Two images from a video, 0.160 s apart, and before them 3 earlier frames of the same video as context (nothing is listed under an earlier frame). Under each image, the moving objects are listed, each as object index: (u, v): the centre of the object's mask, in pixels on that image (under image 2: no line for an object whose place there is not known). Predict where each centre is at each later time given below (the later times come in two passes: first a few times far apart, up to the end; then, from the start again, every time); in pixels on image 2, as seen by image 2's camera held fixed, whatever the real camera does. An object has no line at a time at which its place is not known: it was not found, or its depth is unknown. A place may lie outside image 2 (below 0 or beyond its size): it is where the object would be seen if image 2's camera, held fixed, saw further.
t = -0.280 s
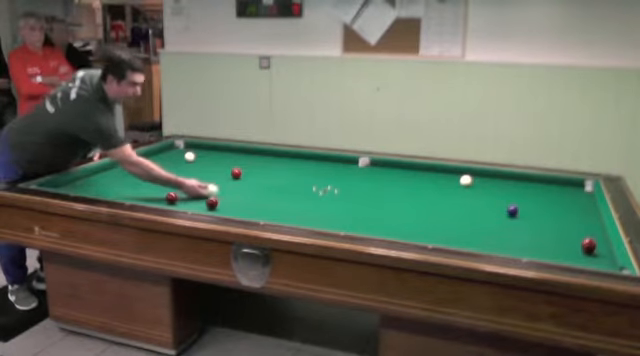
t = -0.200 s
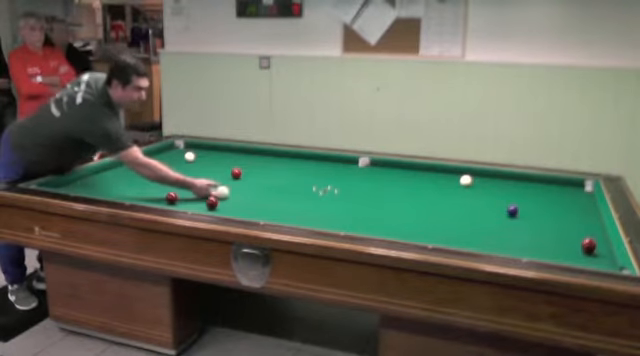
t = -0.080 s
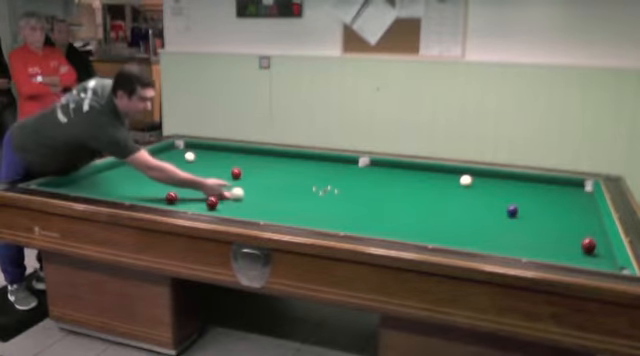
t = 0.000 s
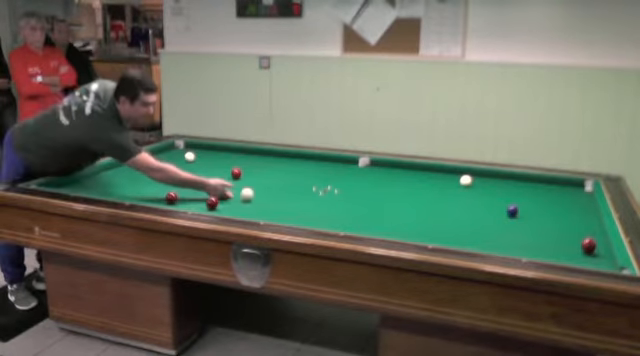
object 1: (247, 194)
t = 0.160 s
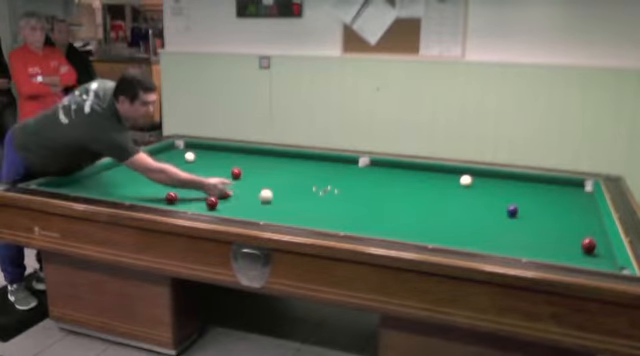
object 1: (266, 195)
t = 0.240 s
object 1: (275, 196)
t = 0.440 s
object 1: (300, 198)
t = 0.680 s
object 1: (329, 201)
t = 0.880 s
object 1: (354, 203)
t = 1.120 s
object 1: (383, 205)
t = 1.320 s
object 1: (407, 207)
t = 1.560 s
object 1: (436, 209)
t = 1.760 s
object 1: (460, 211)
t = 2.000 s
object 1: (488, 214)
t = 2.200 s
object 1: (511, 216)
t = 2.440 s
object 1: (538, 218)
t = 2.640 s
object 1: (560, 220)
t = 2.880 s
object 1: (585, 222)
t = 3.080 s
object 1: (589, 221)
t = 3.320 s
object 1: (574, 219)
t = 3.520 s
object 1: (564, 217)
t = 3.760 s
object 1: (549, 215)
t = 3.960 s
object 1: (539, 213)
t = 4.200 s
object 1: (527, 211)
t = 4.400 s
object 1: (521, 210)
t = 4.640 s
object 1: (519, 210)
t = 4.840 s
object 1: (516, 209)
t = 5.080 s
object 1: (513, 209)
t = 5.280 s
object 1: (512, 208)
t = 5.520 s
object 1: (510, 207)
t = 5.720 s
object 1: (508, 207)
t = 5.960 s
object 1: (507, 207)
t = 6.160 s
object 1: (507, 206)
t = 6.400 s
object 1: (506, 206)
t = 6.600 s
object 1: (506, 206)
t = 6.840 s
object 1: (506, 206)
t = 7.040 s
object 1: (506, 206)
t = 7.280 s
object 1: (506, 206)
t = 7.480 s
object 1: (506, 207)
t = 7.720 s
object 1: (506, 207)
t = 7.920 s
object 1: (506, 206)
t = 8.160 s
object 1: (506, 206)
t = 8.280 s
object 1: (506, 206)
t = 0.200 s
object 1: (271, 196)
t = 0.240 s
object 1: (275, 196)
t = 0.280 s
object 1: (280, 197)
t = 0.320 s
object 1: (285, 197)
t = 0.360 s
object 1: (290, 197)
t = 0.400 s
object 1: (295, 198)
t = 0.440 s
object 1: (300, 198)
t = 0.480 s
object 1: (305, 199)
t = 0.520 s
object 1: (309, 199)
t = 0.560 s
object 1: (314, 199)
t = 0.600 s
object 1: (319, 200)
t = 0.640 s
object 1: (324, 200)
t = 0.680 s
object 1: (329, 201)
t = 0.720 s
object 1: (334, 201)
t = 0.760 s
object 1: (339, 201)
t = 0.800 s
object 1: (344, 201)
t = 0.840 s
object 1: (349, 202)
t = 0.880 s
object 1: (354, 203)
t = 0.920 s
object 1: (359, 203)
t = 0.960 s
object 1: (364, 203)
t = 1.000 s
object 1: (368, 204)
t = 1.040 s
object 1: (373, 204)
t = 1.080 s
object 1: (378, 204)
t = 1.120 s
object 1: (383, 205)
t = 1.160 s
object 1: (388, 205)
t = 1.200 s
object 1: (393, 206)
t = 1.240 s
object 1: (398, 206)
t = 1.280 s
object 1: (403, 207)
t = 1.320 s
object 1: (407, 207)
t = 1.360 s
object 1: (412, 207)
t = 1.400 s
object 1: (417, 208)
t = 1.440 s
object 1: (421, 208)
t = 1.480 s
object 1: (427, 208)
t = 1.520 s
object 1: (431, 209)
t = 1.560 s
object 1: (436, 209)
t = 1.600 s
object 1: (441, 210)
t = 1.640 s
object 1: (445, 210)
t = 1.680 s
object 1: (450, 211)
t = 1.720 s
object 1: (455, 211)
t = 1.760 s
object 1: (460, 211)
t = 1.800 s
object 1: (464, 211)
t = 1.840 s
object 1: (469, 212)
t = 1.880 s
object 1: (474, 212)
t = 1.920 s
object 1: (478, 213)
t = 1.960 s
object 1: (483, 213)
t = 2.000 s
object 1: (488, 214)
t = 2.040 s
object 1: (492, 214)
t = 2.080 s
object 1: (497, 214)
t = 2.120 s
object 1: (501, 215)
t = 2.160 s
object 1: (506, 215)
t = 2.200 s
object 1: (511, 216)
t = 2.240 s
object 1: (515, 216)
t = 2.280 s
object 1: (520, 216)
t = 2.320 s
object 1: (524, 216)
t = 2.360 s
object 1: (529, 217)
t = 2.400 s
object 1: (534, 217)
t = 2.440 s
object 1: (538, 218)
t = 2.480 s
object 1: (542, 218)
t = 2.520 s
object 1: (547, 218)
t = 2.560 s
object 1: (551, 219)
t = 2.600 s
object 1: (555, 219)
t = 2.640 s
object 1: (560, 220)
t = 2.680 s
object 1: (564, 220)
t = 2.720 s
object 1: (568, 220)
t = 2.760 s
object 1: (573, 221)
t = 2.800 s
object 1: (577, 221)
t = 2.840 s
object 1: (581, 222)
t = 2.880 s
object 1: (585, 222)
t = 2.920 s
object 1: (590, 222)
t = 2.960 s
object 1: (595, 223)
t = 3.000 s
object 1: (595, 223)
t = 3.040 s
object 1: (592, 222)
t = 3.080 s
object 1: (589, 221)
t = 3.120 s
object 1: (587, 221)
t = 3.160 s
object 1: (584, 220)
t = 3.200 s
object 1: (581, 219)
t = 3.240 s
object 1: (579, 220)
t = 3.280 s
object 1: (577, 219)
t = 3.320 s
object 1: (574, 219)
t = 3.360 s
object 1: (573, 219)
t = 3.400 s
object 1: (570, 218)
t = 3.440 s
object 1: (568, 218)
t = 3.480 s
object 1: (566, 218)
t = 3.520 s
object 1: (564, 217)
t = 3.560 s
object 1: (561, 217)
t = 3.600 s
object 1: (558, 216)
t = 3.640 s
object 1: (556, 216)
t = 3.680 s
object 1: (553, 216)
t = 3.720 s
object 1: (551, 215)
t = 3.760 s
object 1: (549, 215)
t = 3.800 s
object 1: (547, 215)
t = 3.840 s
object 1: (545, 214)
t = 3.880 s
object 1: (543, 214)
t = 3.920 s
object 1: (540, 214)
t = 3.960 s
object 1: (539, 213)
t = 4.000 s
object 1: (536, 213)
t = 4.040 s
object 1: (534, 213)
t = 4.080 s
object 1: (533, 212)
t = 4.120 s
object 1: (530, 212)
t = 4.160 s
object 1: (528, 212)
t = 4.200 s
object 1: (527, 211)
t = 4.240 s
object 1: (525, 211)
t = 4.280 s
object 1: (524, 211)
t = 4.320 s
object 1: (523, 211)
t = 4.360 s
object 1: (522, 211)
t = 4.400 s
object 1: (521, 210)
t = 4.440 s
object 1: (521, 210)
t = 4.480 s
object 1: (520, 210)
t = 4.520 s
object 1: (520, 210)
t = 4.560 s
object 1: (519, 210)
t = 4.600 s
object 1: (519, 210)
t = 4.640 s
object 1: (519, 210)
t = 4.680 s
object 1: (518, 209)
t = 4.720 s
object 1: (517, 209)
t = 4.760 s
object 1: (517, 209)
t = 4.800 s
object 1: (516, 209)
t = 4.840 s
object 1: (516, 209)
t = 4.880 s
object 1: (515, 209)
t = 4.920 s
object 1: (515, 209)
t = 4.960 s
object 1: (514, 209)
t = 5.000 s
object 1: (514, 209)
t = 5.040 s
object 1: (513, 209)
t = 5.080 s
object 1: (513, 209)
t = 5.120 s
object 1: (513, 209)
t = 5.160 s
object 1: (512, 208)
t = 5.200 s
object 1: (513, 208)
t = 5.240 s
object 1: (512, 208)
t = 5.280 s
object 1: (512, 208)
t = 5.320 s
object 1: (511, 208)
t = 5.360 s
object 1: (511, 208)
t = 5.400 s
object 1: (510, 208)
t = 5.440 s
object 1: (510, 208)
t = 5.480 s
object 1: (510, 207)
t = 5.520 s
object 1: (510, 207)
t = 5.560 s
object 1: (509, 207)
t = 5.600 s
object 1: (509, 207)
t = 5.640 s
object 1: (509, 207)
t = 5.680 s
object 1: (508, 207)
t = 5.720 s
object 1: (508, 207)
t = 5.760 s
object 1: (508, 207)
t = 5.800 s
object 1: (508, 207)
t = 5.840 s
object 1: (508, 207)
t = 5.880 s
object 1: (507, 207)
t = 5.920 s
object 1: (507, 207)
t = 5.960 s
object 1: (507, 207)
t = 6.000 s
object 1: (507, 207)
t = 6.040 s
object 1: (507, 206)
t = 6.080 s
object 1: (507, 207)
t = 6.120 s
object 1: (507, 206)
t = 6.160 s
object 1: (507, 206)
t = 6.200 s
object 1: (507, 206)
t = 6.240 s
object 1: (507, 206)
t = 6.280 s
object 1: (507, 206)
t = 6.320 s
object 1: (506, 206)
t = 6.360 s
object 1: (507, 206)
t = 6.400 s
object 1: (506, 206)
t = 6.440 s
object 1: (506, 206)
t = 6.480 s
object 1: (506, 206)
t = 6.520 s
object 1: (506, 206)
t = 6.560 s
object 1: (506, 206)
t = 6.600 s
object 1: (506, 206)
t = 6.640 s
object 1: (506, 206)
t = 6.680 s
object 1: (506, 206)
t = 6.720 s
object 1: (506, 206)
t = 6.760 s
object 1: (506, 206)
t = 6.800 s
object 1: (506, 206)
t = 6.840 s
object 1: (506, 206)
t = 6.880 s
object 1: (506, 206)
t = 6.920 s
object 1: (506, 206)
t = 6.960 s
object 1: (506, 206)
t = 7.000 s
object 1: (506, 206)
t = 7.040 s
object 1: (506, 206)
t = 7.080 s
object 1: (506, 207)
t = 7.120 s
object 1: (506, 206)
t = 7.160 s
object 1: (506, 206)
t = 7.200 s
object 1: (506, 206)
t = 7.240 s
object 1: (506, 206)
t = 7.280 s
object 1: (506, 206)
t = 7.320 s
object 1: (506, 206)
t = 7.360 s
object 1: (506, 207)
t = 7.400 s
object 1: (506, 207)
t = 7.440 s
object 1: (506, 207)
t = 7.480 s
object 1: (506, 207)
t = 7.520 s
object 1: (506, 206)
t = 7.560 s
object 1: (506, 206)
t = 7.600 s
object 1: (506, 206)
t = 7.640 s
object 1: (506, 206)
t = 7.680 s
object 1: (506, 207)
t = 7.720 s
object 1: (506, 207)
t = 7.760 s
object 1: (506, 206)
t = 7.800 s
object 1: (506, 206)
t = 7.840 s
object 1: (506, 206)
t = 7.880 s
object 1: (506, 206)
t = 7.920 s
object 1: (506, 206)
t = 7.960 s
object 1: (506, 206)
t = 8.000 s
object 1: (506, 206)
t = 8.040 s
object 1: (506, 207)
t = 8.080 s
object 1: (506, 206)
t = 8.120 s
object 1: (506, 206)
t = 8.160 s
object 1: (506, 206)
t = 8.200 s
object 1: (506, 206)
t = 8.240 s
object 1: (506, 206)
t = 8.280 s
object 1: (506, 206)
